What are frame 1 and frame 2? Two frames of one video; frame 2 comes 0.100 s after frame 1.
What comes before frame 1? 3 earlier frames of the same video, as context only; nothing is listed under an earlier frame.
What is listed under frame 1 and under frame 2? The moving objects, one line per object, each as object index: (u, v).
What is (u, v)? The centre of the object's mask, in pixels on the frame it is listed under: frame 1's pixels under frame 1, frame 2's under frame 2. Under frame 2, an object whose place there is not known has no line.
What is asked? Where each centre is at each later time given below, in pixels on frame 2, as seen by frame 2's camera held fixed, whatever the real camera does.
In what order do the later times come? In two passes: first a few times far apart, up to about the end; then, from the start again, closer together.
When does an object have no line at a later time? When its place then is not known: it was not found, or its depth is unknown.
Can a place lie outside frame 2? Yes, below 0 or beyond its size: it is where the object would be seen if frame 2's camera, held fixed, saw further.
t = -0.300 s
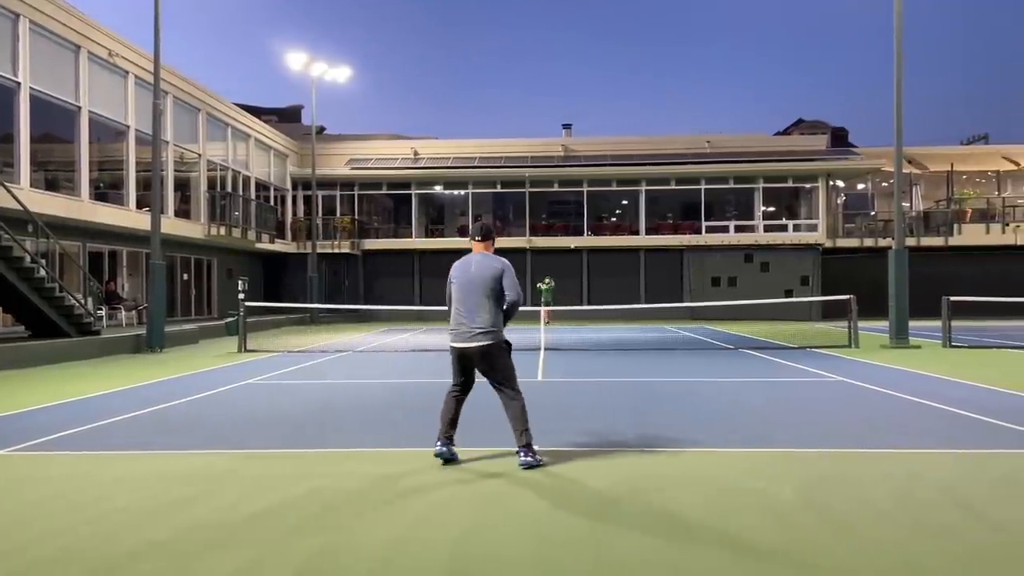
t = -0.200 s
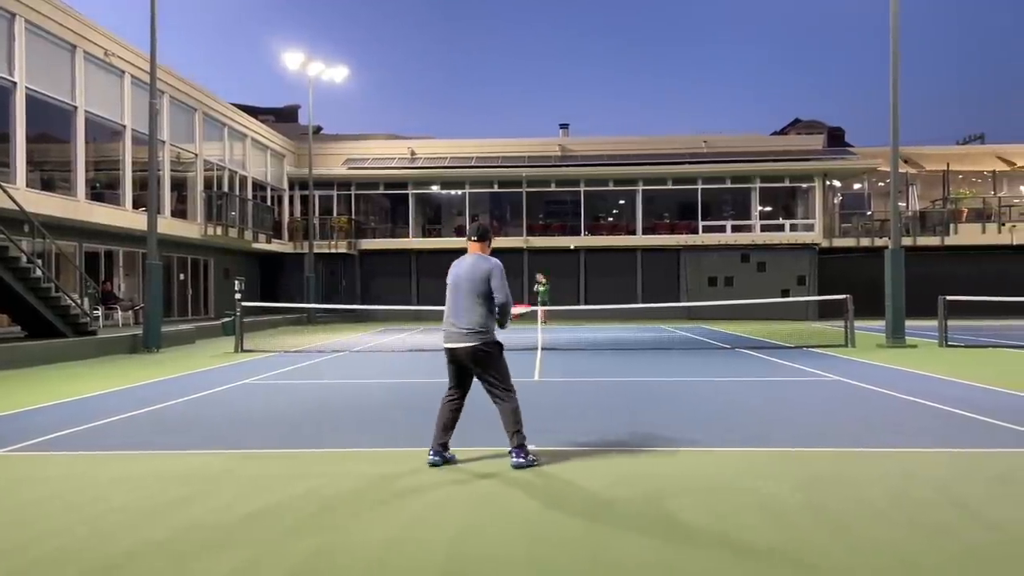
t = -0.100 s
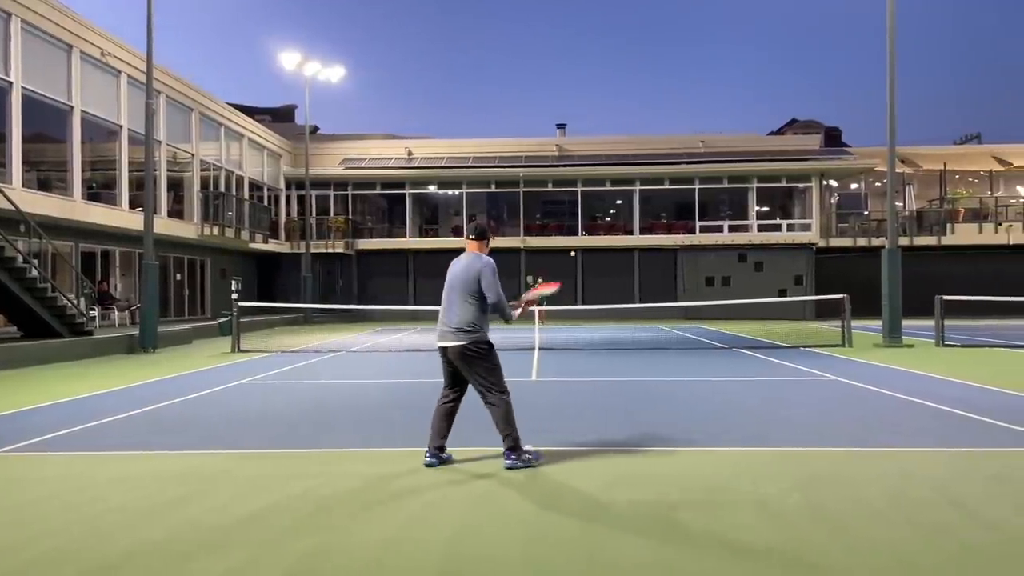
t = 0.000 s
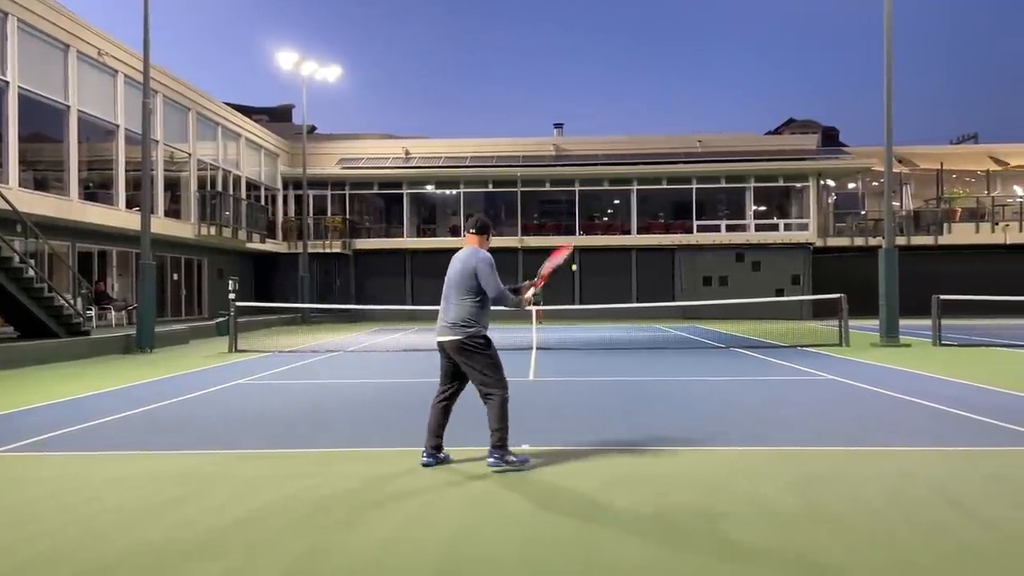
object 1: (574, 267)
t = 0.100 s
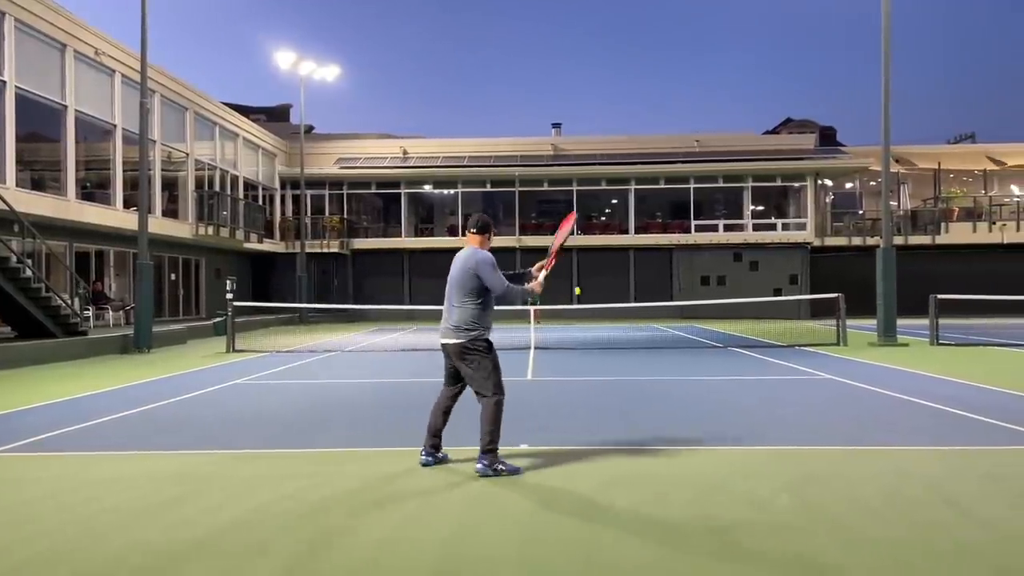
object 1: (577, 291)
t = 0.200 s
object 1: (584, 326)
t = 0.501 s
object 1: (602, 330)
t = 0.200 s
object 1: (584, 326)
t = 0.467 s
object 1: (600, 341)
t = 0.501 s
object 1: (602, 330)
